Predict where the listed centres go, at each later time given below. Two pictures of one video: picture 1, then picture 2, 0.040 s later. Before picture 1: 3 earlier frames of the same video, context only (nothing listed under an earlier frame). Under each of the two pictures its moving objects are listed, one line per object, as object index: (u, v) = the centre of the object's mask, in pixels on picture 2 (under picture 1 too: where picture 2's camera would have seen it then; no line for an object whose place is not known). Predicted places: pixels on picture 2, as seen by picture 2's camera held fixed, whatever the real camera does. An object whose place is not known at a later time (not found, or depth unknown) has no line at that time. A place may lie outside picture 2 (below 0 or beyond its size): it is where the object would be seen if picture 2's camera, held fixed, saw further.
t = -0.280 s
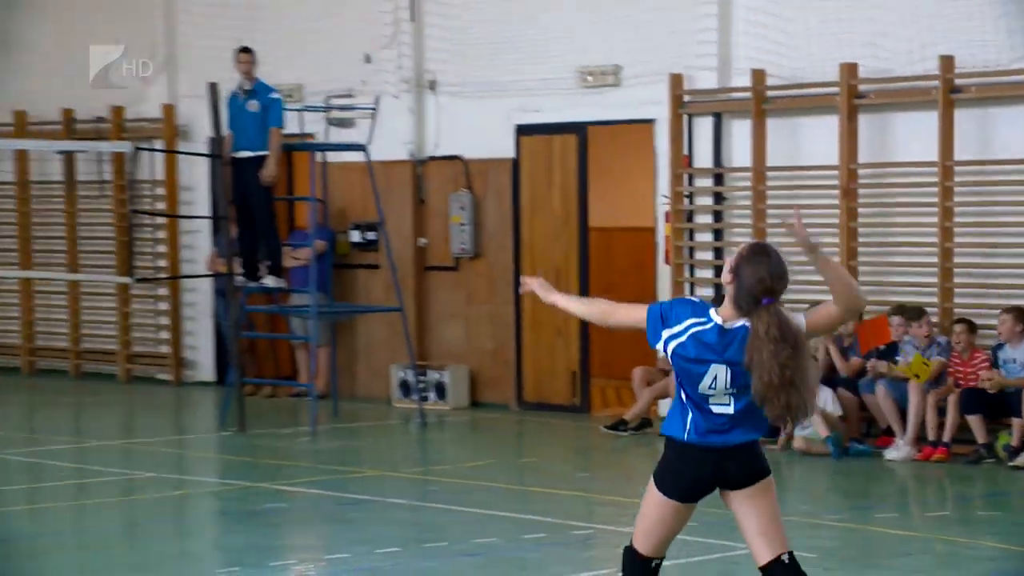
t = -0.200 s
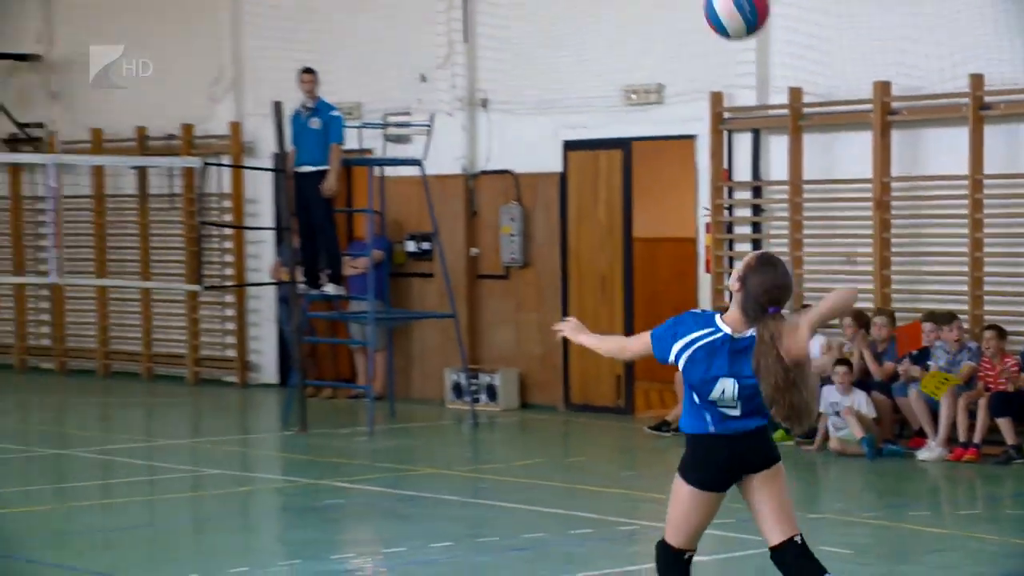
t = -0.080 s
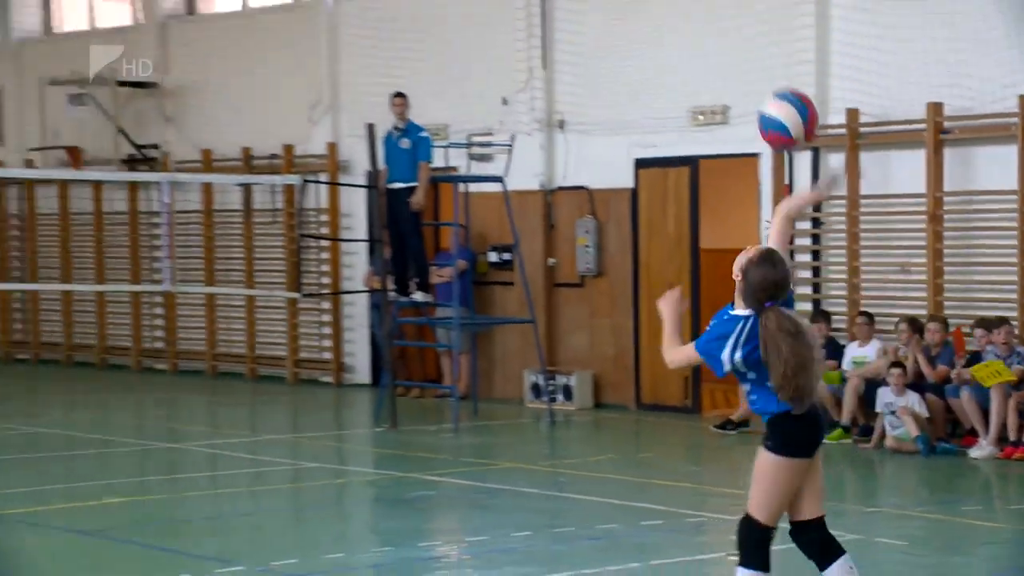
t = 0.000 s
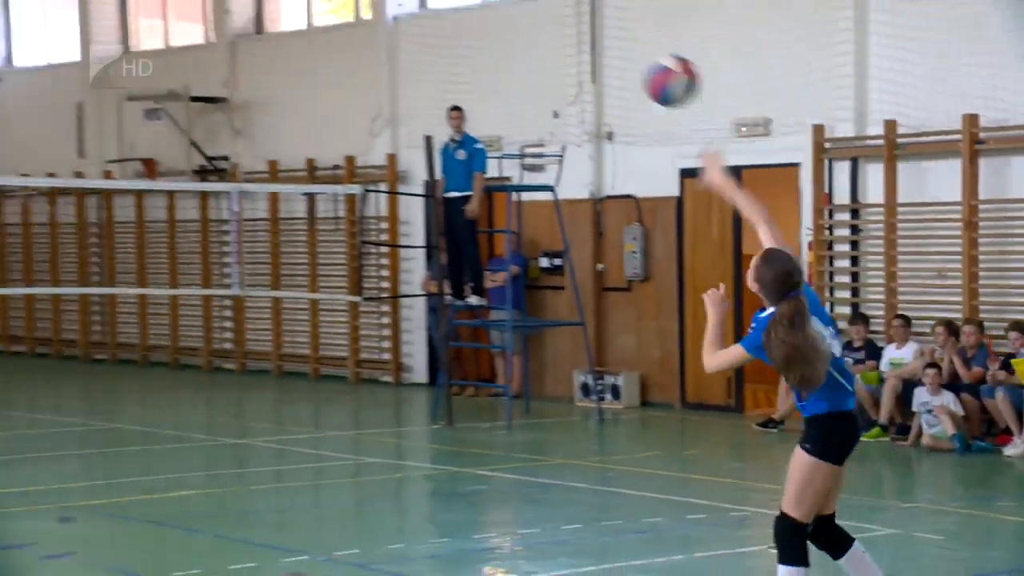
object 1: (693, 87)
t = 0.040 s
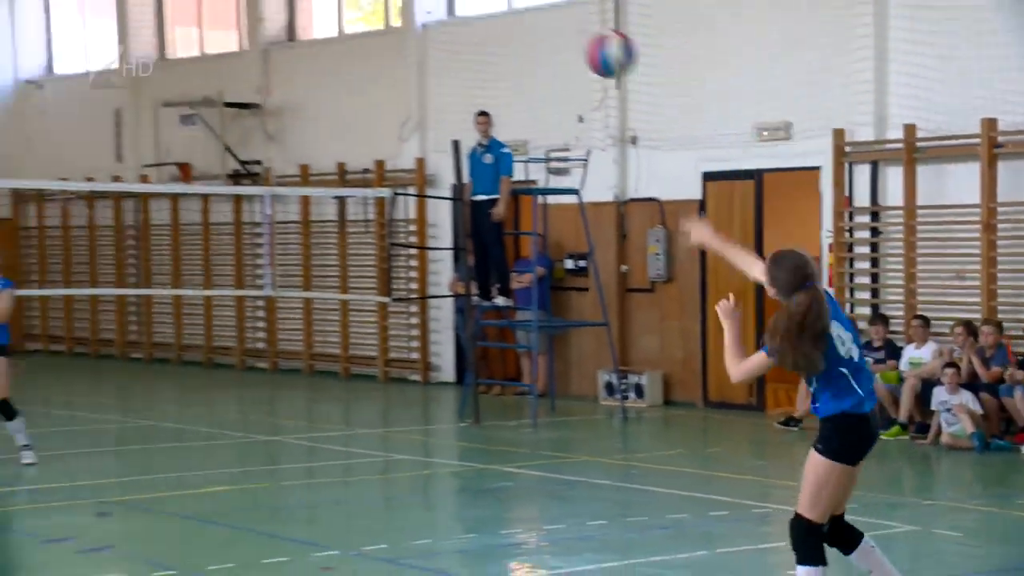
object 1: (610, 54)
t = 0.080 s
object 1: (535, 27)
